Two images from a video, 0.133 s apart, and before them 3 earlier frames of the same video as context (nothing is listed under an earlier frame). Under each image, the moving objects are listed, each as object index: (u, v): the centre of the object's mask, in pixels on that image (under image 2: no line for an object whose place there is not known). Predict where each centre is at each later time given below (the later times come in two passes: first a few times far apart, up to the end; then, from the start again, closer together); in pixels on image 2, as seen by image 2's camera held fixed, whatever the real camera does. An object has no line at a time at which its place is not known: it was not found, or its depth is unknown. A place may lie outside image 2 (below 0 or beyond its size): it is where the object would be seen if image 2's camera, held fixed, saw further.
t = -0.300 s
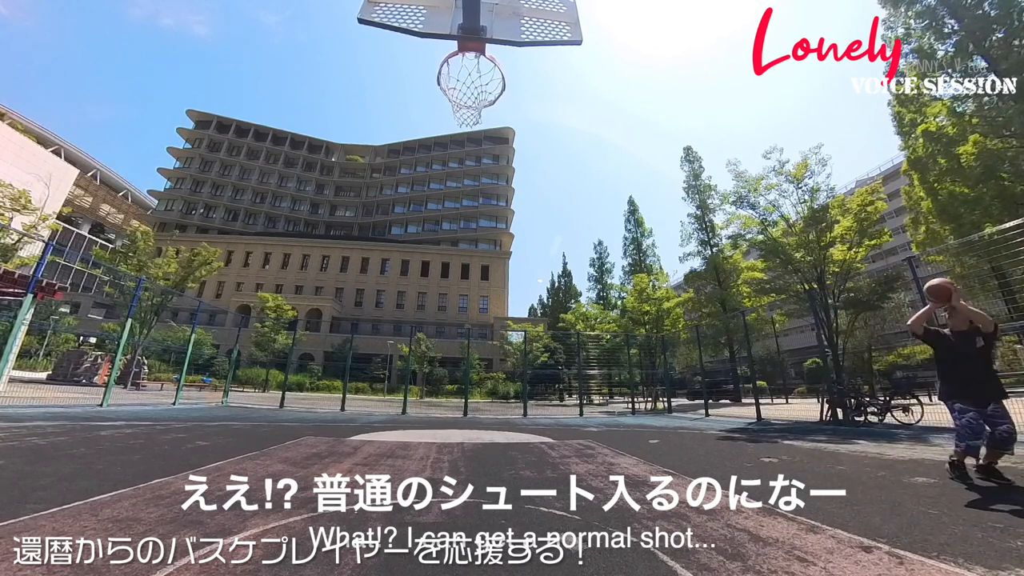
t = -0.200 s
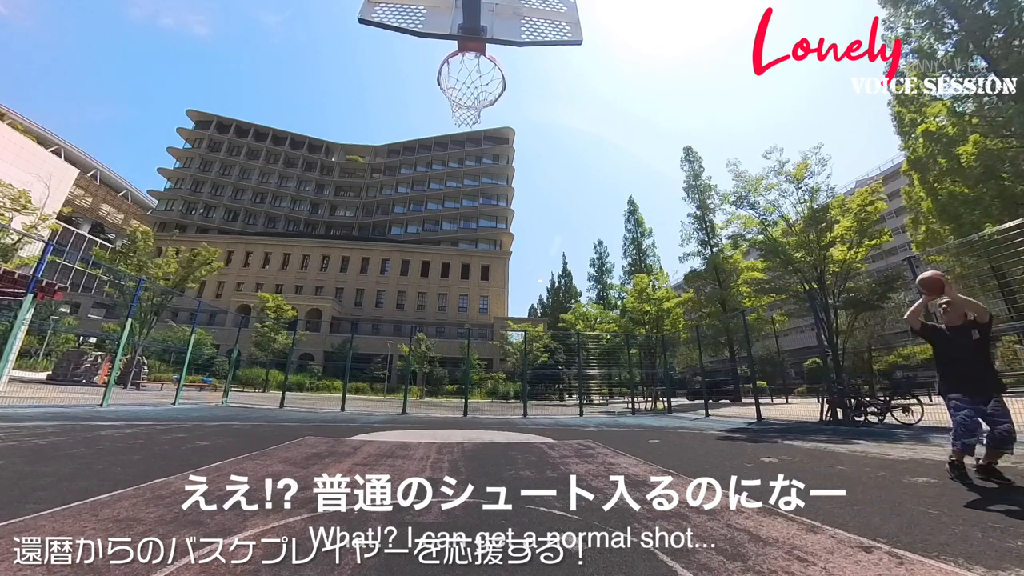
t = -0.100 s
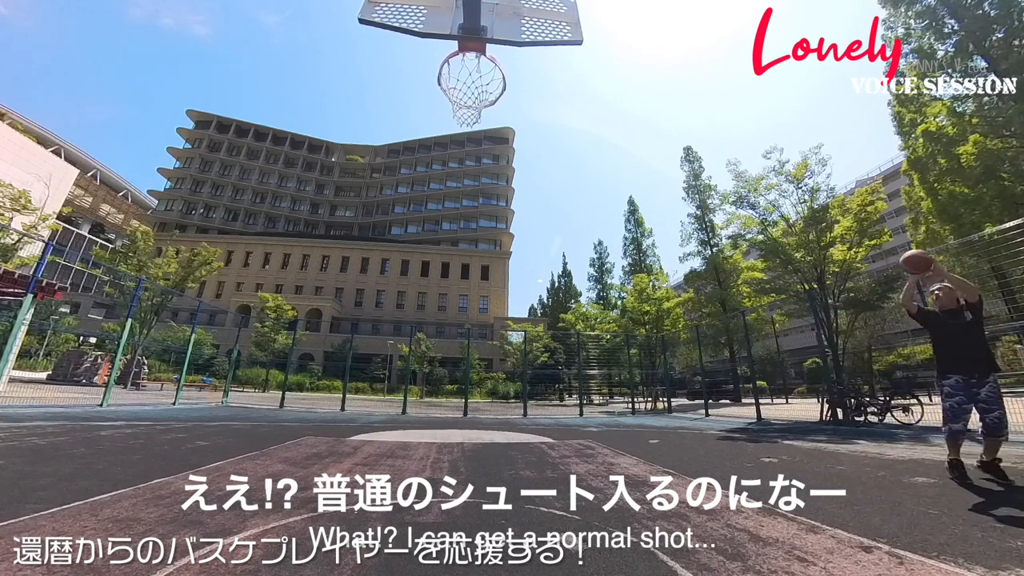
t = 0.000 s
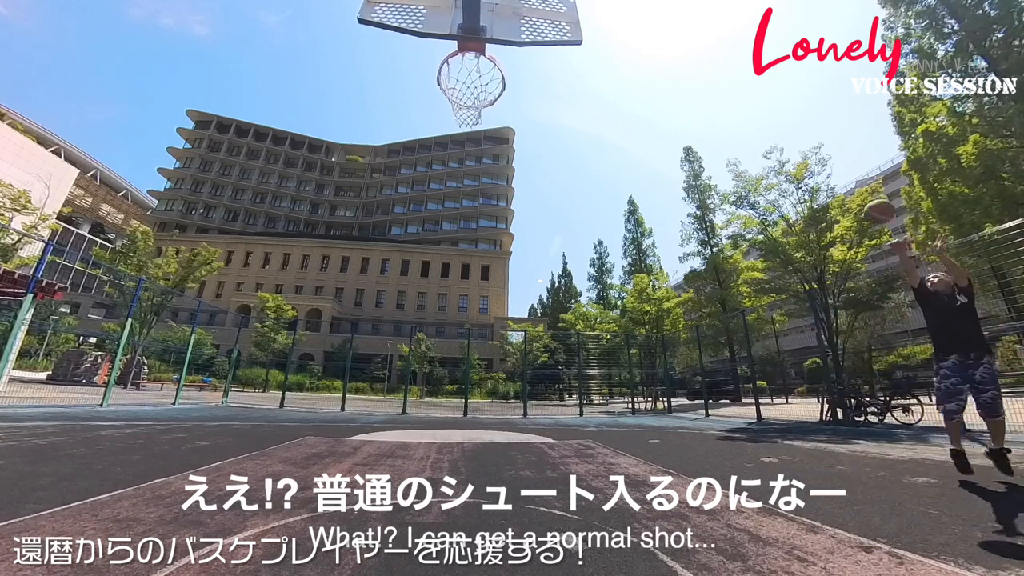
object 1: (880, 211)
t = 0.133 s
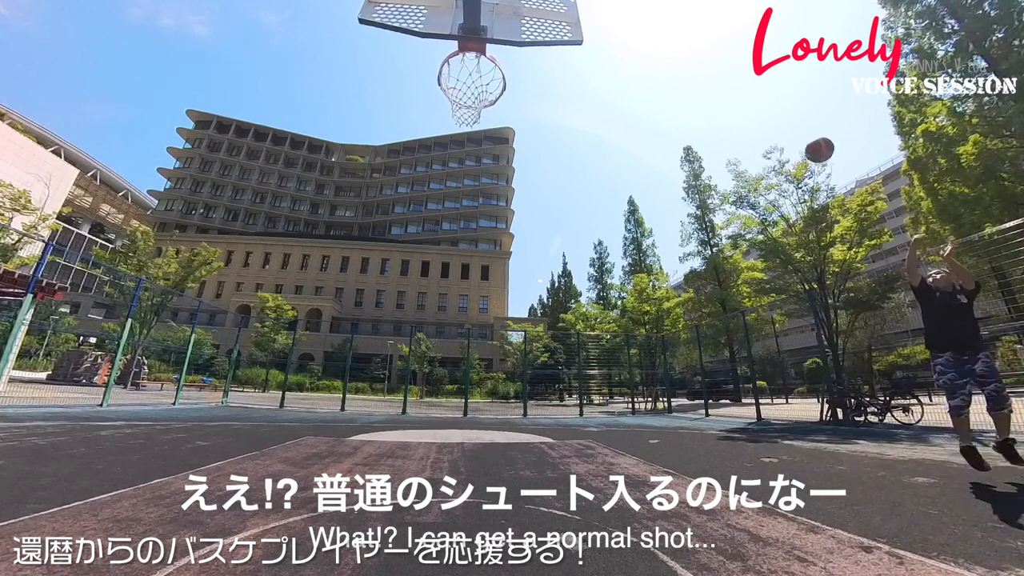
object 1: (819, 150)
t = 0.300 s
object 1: (748, 95)
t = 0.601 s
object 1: (626, 49)
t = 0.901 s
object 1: (480, 74)
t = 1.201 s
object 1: (437, 132)
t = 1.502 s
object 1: (416, 305)
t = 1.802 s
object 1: (434, 435)
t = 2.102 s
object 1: (520, 249)
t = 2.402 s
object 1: (581, 225)
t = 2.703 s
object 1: (643, 312)
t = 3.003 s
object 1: (709, 495)
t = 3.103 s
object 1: (712, 423)
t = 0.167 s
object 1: (805, 137)
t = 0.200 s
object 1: (790, 125)
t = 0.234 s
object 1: (776, 114)
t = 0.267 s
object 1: (762, 104)
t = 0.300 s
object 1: (748, 95)
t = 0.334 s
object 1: (734, 87)
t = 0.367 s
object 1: (721, 79)
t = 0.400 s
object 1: (707, 72)
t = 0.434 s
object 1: (694, 66)
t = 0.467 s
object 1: (680, 61)
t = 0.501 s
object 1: (667, 57)
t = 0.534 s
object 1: (653, 53)
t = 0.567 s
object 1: (640, 51)
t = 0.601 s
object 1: (626, 49)
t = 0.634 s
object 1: (612, 48)
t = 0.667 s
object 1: (597, 47)
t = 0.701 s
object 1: (583, 50)
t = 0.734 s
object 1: (567, 54)
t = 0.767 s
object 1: (551, 56)
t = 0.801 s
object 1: (534, 58)
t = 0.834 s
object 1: (517, 61)
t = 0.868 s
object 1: (499, 66)
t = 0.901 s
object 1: (480, 74)
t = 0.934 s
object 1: (459, 84)
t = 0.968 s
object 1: (444, 92)
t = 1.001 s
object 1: (441, 95)
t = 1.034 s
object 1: (441, 98)
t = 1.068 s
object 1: (441, 103)
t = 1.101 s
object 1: (440, 108)
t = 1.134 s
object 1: (439, 115)
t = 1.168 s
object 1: (438, 123)
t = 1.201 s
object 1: (437, 132)
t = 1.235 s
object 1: (436, 143)
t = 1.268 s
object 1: (435, 156)
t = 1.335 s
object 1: (430, 187)
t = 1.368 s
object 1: (428, 205)
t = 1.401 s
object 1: (427, 226)
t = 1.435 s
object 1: (423, 250)
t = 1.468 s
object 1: (420, 276)
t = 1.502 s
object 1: (416, 305)
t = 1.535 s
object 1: (413, 339)
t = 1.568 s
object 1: (410, 375)
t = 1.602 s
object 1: (406, 415)
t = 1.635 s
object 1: (403, 459)
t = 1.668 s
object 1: (399, 505)
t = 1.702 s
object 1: (397, 550)
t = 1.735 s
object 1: (410, 510)
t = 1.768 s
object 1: (422, 471)
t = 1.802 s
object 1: (434, 435)
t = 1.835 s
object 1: (446, 403)
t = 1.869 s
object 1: (457, 373)
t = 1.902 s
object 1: (467, 347)
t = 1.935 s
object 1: (478, 325)
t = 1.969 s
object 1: (487, 304)
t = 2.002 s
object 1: (496, 287)
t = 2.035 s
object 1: (505, 272)
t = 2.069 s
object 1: (513, 260)
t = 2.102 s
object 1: (520, 249)
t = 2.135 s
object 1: (528, 240)
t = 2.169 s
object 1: (535, 233)
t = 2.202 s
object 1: (542, 227)
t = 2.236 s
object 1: (549, 223)
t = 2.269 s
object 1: (556, 221)
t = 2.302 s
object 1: (562, 220)
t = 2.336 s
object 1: (568, 220)
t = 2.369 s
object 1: (575, 222)
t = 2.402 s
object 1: (581, 225)
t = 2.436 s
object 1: (588, 229)
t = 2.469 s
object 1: (595, 234)
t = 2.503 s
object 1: (601, 241)
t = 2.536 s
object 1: (608, 249)
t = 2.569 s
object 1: (615, 259)
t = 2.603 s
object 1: (622, 270)
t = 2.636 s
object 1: (629, 282)
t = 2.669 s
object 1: (636, 297)
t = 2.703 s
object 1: (643, 312)
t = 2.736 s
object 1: (651, 329)
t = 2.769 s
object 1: (659, 349)
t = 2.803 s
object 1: (667, 370)
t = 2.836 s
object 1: (674, 392)
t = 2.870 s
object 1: (682, 417)
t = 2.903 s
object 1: (690, 443)
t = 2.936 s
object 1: (698, 471)
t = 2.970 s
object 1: (705, 501)
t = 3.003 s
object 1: (709, 495)
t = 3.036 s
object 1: (710, 468)
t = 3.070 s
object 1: (711, 444)
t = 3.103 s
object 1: (712, 423)
